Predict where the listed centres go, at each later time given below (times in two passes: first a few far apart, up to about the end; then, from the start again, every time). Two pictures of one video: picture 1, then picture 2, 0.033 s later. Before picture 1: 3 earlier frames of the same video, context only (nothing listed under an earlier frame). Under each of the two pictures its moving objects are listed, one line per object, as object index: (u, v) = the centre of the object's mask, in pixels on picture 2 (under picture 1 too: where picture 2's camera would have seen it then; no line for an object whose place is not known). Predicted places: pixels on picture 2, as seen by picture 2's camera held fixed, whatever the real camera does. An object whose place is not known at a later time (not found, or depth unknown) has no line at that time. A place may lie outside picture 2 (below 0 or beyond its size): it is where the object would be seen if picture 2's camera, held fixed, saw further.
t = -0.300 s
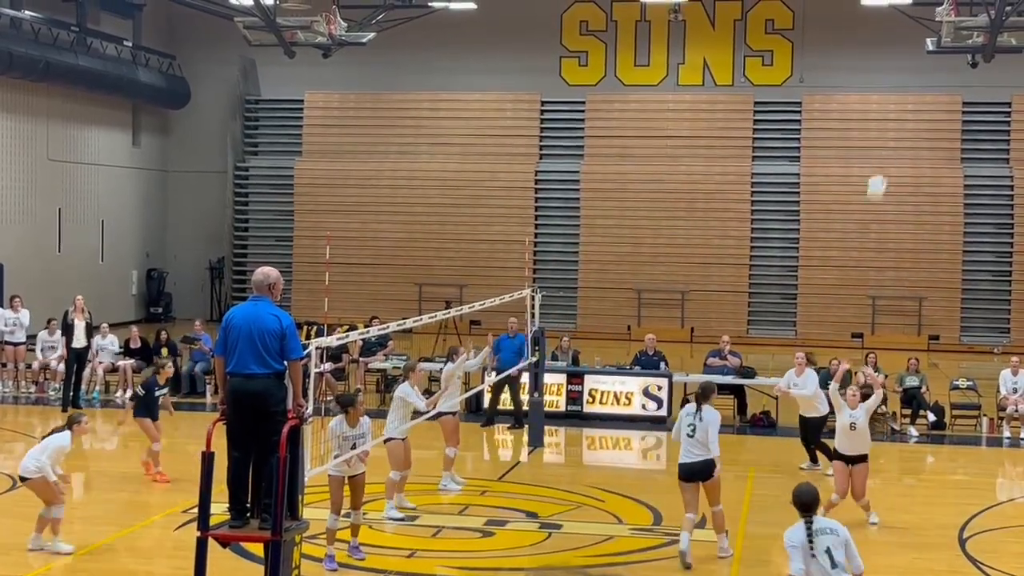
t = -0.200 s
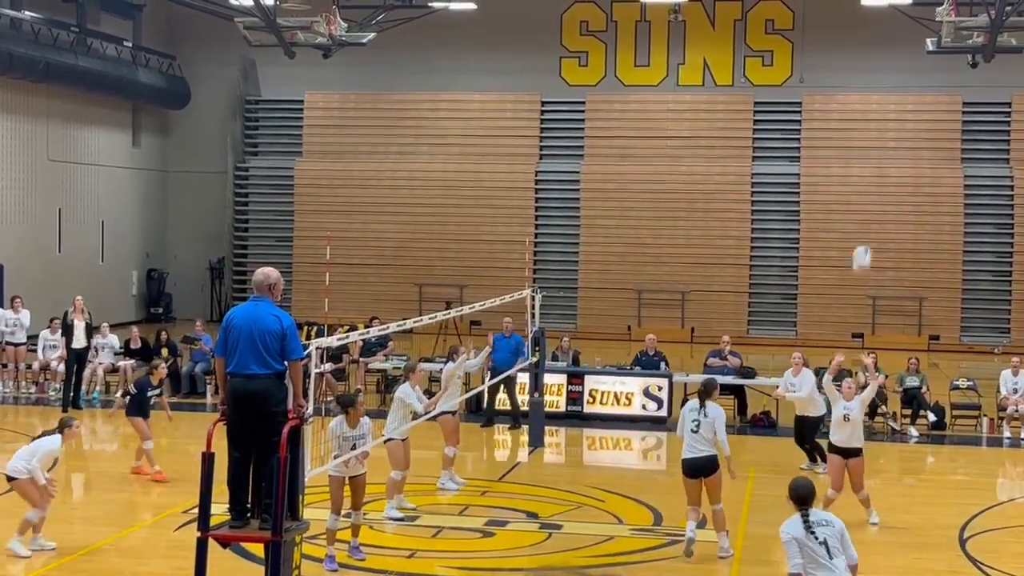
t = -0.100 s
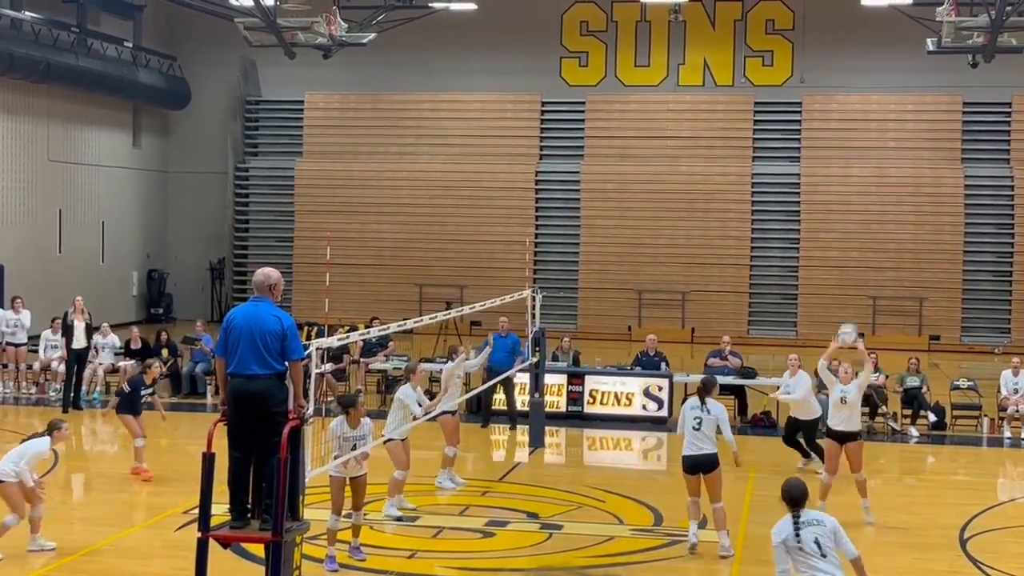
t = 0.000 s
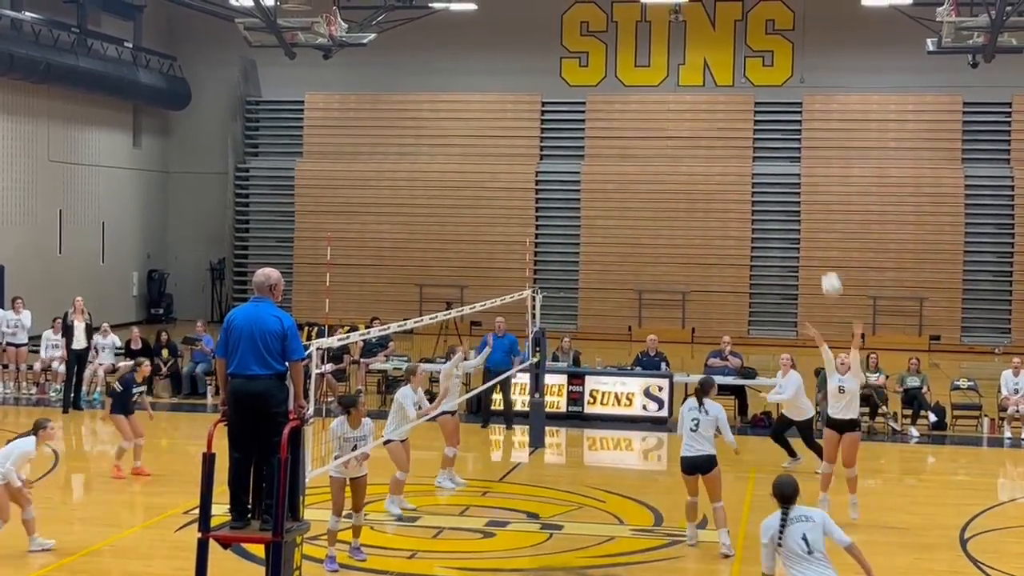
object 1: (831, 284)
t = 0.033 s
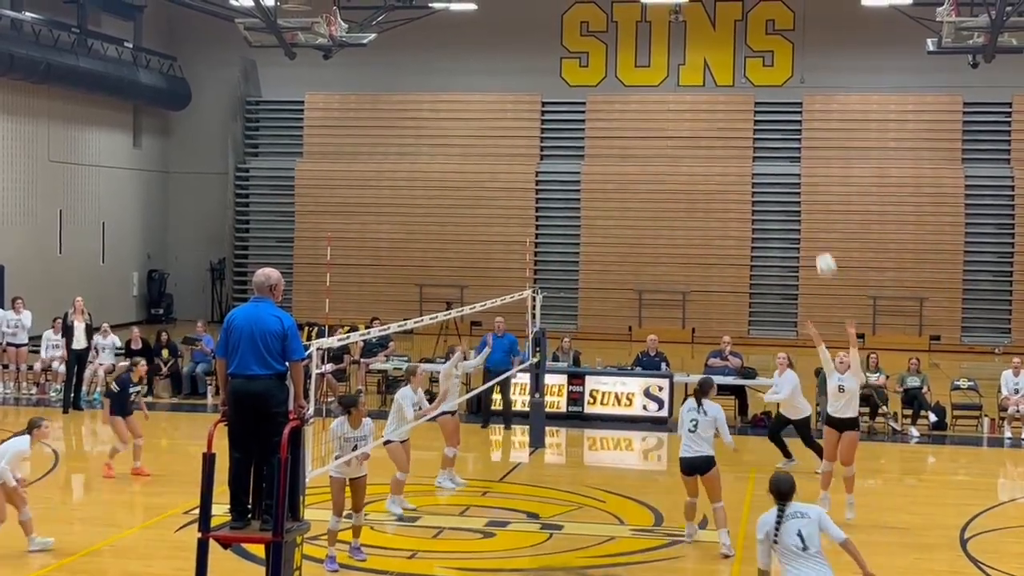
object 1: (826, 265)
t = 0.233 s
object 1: (791, 167)
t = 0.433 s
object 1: (754, 104)
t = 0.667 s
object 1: (708, 81)
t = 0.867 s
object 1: (665, 106)
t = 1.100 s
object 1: (612, 191)
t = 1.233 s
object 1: (581, 269)
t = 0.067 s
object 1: (820, 246)
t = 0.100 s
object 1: (814, 228)
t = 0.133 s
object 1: (808, 211)
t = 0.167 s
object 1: (802, 195)
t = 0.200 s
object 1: (796, 181)
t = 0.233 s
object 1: (791, 167)
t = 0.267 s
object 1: (784, 154)
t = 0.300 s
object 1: (778, 141)
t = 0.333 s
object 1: (773, 132)
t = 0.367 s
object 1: (766, 122)
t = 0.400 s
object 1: (760, 112)
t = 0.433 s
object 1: (754, 104)
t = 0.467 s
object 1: (747, 98)
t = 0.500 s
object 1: (741, 92)
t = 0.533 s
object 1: (734, 87)
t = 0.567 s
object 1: (728, 84)
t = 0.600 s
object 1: (720, 82)
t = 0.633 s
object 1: (714, 81)
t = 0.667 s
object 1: (708, 81)
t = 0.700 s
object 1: (702, 82)
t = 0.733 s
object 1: (694, 84)
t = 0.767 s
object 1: (687, 88)
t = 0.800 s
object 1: (679, 91)
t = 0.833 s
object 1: (672, 98)
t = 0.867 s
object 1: (665, 106)
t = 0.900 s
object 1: (658, 114)
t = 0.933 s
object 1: (650, 124)
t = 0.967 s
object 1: (643, 135)
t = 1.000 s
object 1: (636, 146)
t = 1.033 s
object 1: (628, 160)
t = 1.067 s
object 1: (620, 175)
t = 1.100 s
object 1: (612, 191)
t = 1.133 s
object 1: (604, 209)
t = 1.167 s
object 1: (597, 228)
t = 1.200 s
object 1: (588, 249)
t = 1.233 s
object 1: (581, 269)
